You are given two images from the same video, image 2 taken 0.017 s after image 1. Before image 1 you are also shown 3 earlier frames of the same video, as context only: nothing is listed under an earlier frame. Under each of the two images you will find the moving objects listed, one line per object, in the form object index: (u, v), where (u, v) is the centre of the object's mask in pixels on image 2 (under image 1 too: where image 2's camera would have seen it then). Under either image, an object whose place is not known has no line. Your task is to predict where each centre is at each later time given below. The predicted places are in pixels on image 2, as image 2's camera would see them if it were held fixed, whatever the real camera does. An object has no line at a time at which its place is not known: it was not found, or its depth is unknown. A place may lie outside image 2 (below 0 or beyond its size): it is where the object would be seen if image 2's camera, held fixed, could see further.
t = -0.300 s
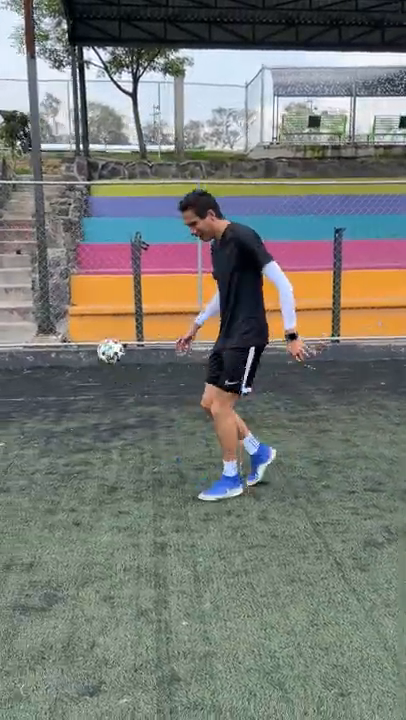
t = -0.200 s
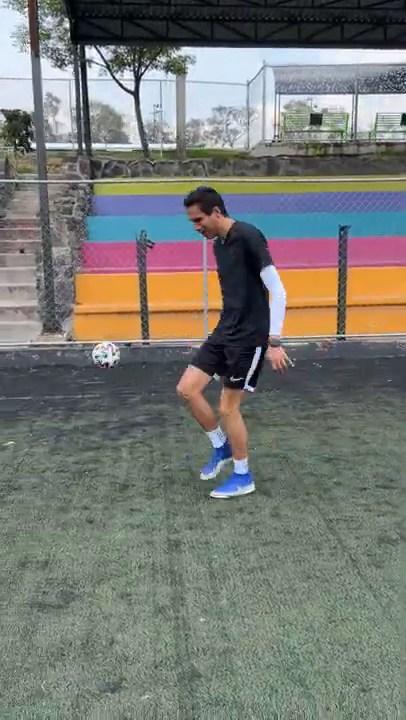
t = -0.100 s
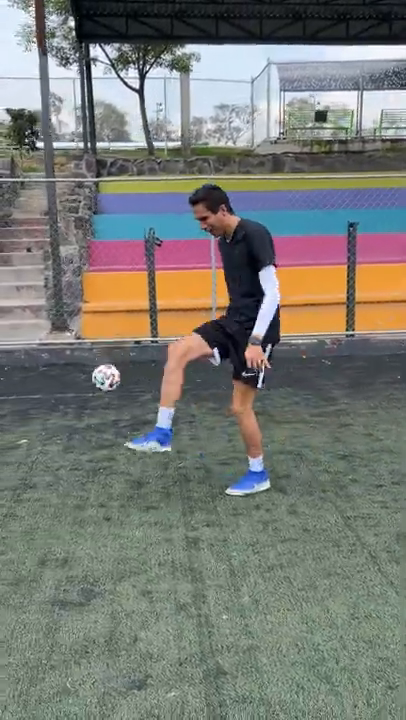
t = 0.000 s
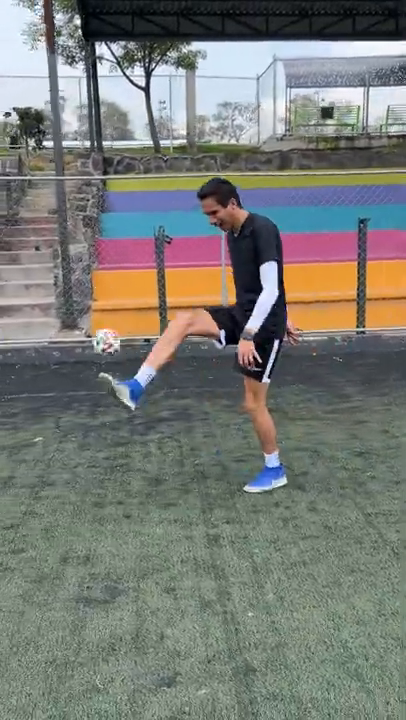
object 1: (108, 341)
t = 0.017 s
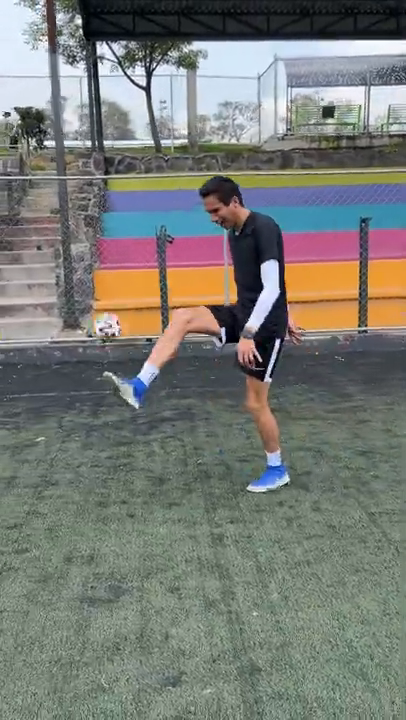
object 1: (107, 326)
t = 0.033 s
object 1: (105, 313)
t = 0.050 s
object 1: (104, 299)
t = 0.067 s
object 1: (103, 286)
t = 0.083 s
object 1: (102, 273)
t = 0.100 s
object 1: (101, 260)
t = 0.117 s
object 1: (99, 248)
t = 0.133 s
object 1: (98, 237)
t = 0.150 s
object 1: (98, 225)
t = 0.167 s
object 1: (97, 215)
